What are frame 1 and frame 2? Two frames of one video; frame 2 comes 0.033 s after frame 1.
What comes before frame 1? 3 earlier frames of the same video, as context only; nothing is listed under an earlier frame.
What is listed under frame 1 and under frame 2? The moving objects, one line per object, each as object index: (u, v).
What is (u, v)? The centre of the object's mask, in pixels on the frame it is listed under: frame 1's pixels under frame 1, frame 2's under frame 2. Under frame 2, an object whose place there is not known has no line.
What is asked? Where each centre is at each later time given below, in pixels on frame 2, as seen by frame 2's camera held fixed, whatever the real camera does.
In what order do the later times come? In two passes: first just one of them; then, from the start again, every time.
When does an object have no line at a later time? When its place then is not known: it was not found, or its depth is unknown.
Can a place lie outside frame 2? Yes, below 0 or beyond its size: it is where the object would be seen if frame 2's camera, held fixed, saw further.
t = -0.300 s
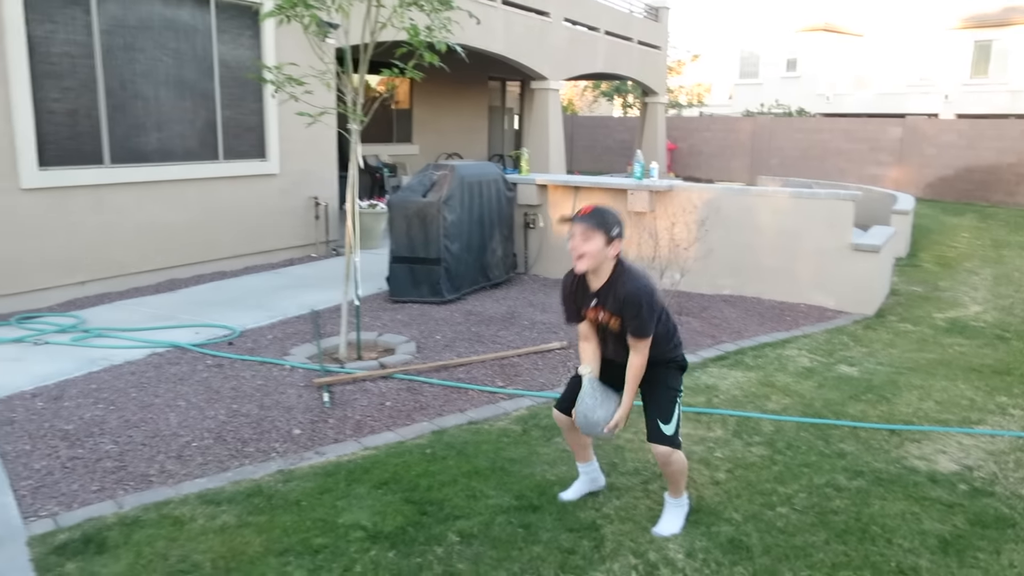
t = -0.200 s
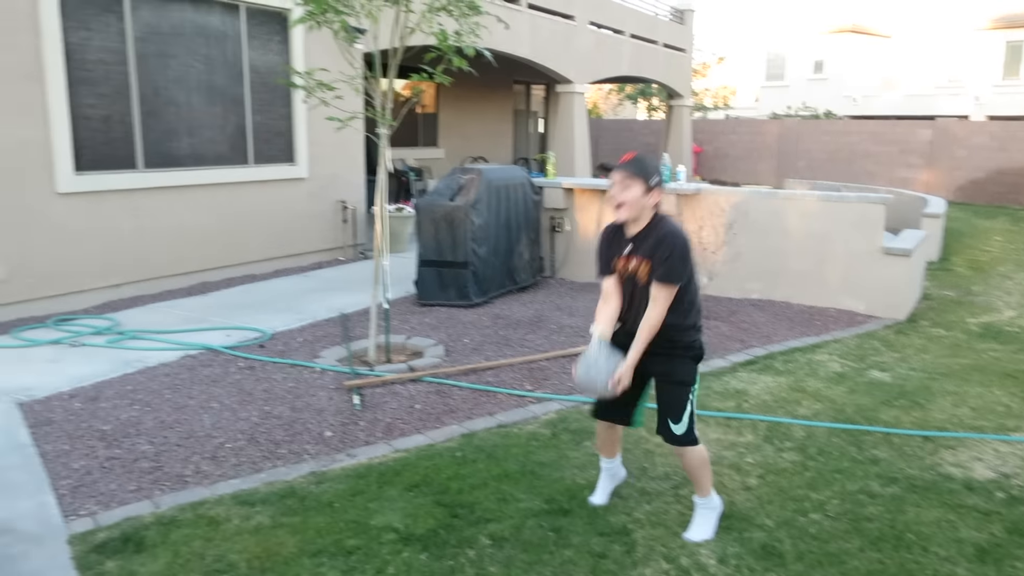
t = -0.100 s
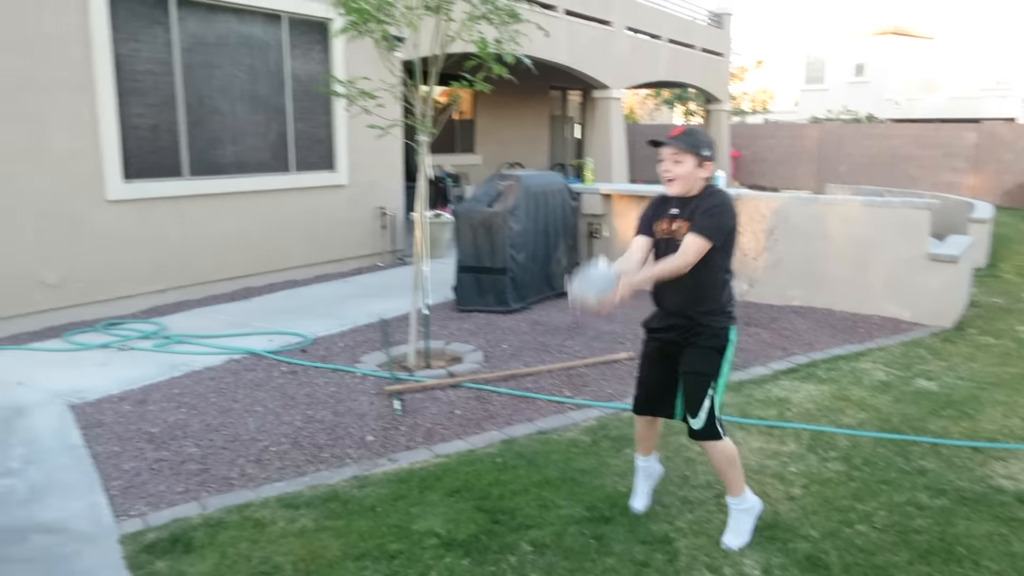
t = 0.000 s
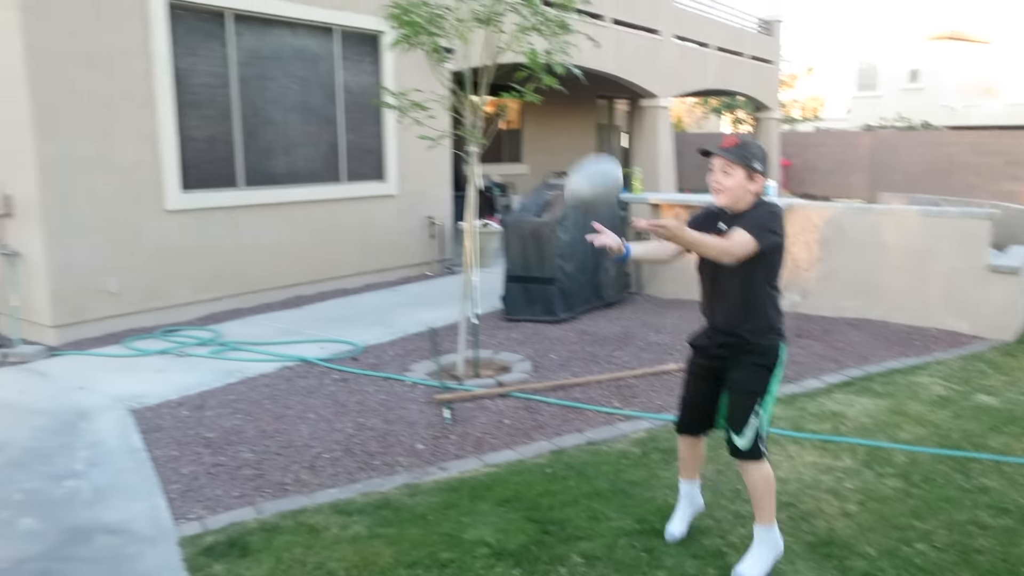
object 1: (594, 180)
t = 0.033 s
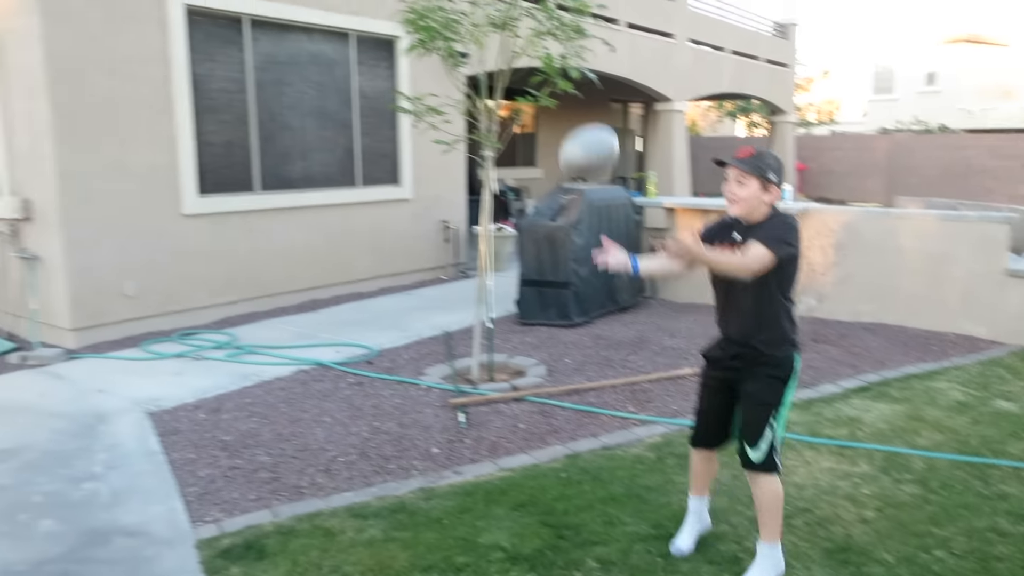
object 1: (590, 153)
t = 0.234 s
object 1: (451, 1)
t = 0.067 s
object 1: (569, 117)
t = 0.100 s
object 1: (547, 88)
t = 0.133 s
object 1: (526, 62)
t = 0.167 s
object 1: (501, 36)
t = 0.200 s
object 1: (475, 13)
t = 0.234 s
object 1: (451, 1)
